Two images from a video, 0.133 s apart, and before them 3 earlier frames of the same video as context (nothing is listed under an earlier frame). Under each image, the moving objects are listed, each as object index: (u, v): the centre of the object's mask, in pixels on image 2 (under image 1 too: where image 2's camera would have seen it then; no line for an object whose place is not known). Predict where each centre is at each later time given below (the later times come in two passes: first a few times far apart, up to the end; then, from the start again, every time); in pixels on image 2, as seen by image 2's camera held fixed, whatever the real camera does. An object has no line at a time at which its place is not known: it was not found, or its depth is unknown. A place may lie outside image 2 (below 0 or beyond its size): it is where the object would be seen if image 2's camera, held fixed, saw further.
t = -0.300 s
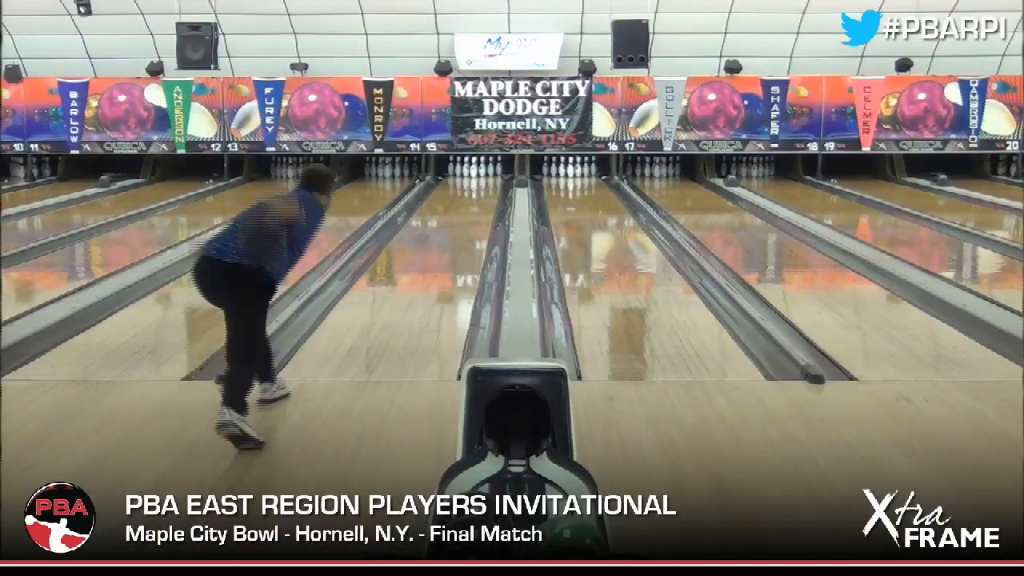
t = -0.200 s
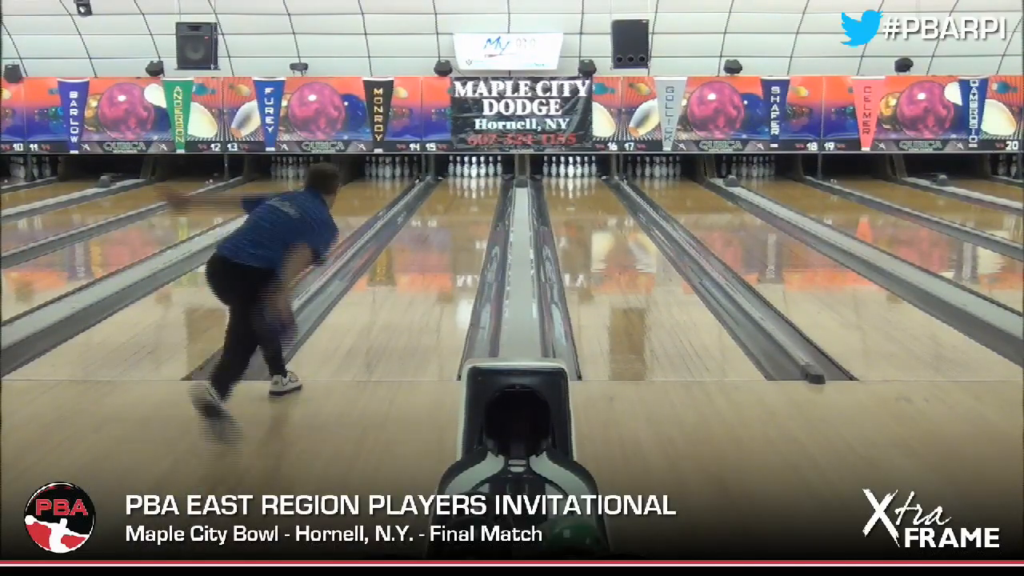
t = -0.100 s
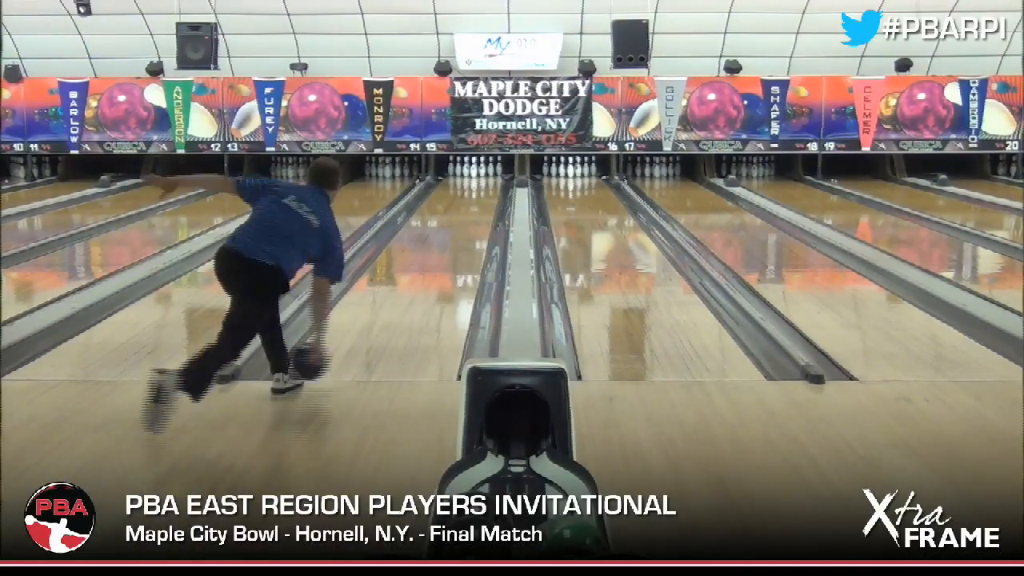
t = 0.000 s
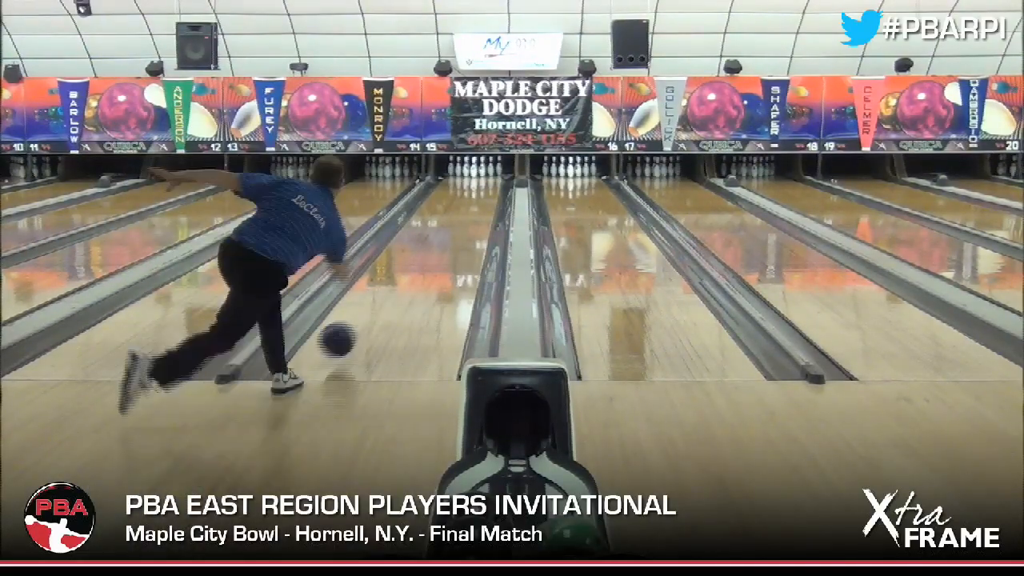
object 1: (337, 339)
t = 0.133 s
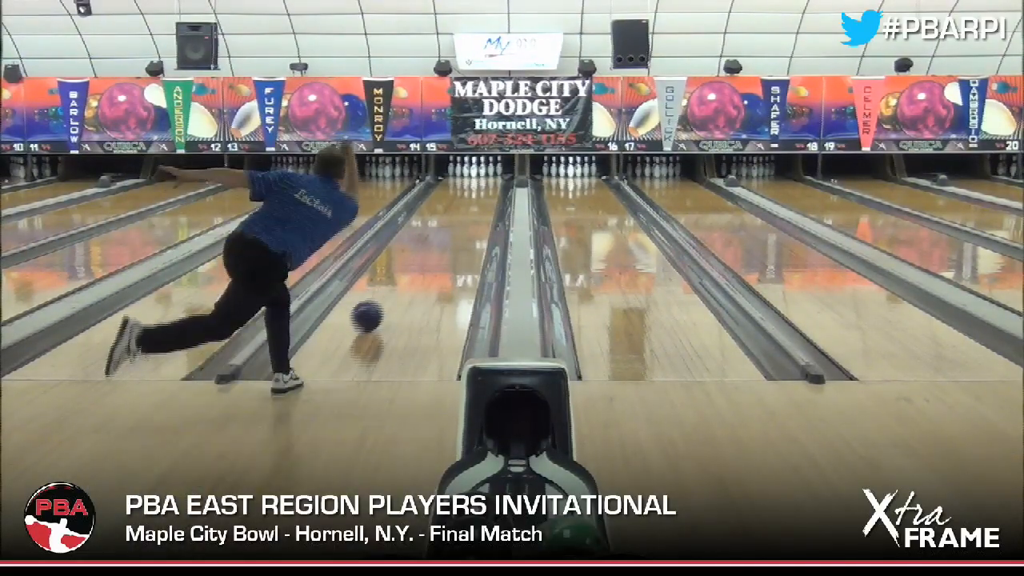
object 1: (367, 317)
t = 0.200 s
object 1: (379, 304)
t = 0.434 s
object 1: (412, 269)
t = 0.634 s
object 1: (433, 248)
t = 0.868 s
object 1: (451, 228)
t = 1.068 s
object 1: (463, 214)
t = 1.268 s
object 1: (472, 204)
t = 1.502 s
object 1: (479, 193)
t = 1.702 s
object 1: (482, 186)
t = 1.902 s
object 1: (481, 180)
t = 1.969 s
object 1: (480, 178)
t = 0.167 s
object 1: (373, 310)
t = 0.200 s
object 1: (379, 304)
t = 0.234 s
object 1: (384, 298)
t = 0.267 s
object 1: (390, 293)
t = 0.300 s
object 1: (395, 287)
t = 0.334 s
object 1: (399, 283)
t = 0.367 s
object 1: (404, 278)
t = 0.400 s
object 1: (408, 273)
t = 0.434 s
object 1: (412, 269)
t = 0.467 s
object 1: (416, 265)
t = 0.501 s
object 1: (420, 261)
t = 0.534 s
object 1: (423, 258)
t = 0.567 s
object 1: (426, 255)
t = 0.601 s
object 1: (430, 251)
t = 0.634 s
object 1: (433, 248)
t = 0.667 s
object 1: (436, 244)
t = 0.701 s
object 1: (439, 242)
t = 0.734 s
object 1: (442, 238)
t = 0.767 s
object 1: (444, 236)
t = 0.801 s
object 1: (446, 233)
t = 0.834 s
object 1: (449, 230)
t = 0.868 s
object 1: (451, 228)
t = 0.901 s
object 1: (453, 225)
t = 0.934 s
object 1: (455, 223)
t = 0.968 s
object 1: (457, 221)
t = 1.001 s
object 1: (459, 218)
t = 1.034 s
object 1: (460, 216)
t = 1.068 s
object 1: (463, 214)
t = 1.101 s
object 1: (464, 212)
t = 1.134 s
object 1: (466, 210)
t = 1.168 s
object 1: (467, 209)
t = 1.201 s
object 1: (469, 207)
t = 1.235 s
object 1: (470, 205)
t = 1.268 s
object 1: (472, 204)
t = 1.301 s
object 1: (473, 202)
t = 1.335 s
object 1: (474, 200)
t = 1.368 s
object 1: (475, 199)
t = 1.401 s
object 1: (476, 197)
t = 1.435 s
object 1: (477, 196)
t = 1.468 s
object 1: (479, 194)
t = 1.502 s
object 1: (479, 193)
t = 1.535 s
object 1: (480, 191)
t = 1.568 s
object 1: (480, 190)
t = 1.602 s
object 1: (481, 189)
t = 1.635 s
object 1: (481, 188)
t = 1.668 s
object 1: (482, 186)
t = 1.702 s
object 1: (482, 186)
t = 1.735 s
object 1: (481, 185)
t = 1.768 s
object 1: (482, 184)
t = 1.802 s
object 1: (481, 183)
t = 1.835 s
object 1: (481, 182)
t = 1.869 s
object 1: (481, 181)
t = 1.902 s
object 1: (481, 180)
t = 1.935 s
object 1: (480, 179)
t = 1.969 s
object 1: (480, 178)
